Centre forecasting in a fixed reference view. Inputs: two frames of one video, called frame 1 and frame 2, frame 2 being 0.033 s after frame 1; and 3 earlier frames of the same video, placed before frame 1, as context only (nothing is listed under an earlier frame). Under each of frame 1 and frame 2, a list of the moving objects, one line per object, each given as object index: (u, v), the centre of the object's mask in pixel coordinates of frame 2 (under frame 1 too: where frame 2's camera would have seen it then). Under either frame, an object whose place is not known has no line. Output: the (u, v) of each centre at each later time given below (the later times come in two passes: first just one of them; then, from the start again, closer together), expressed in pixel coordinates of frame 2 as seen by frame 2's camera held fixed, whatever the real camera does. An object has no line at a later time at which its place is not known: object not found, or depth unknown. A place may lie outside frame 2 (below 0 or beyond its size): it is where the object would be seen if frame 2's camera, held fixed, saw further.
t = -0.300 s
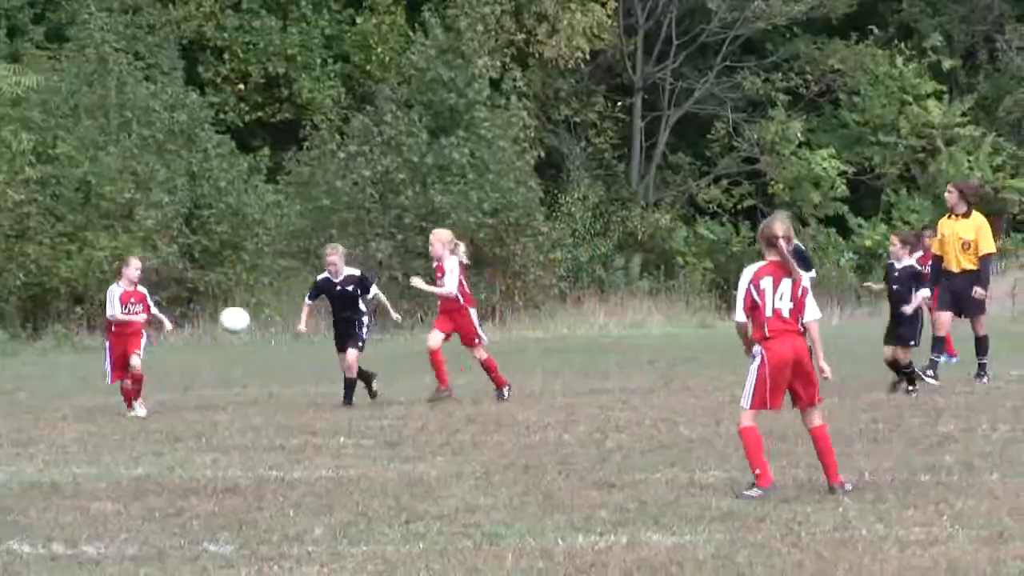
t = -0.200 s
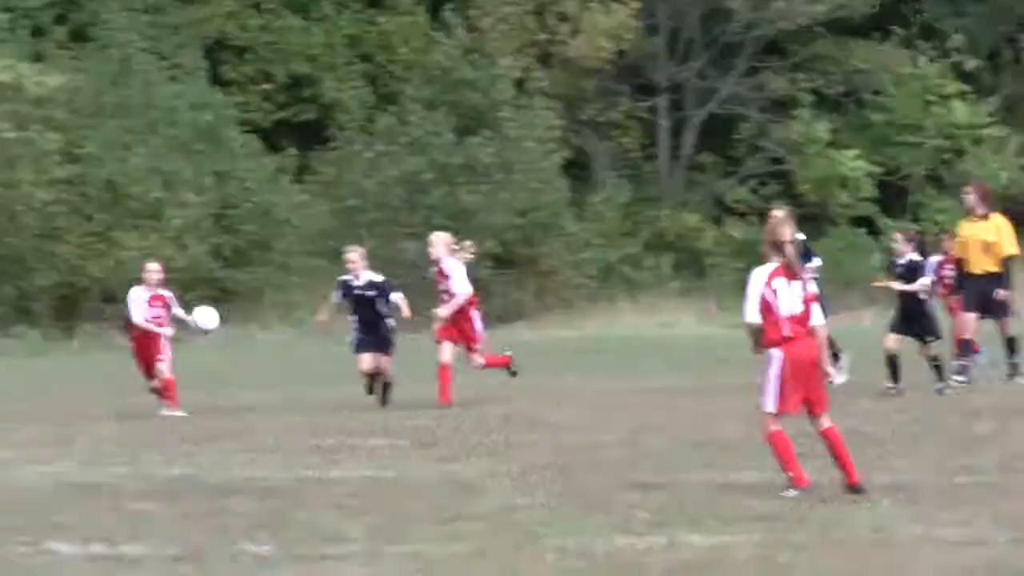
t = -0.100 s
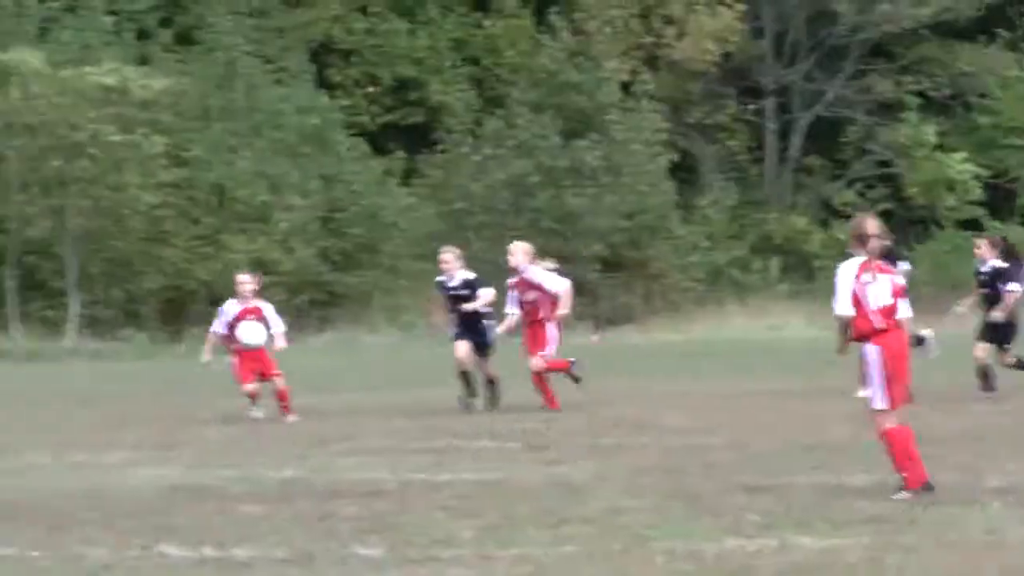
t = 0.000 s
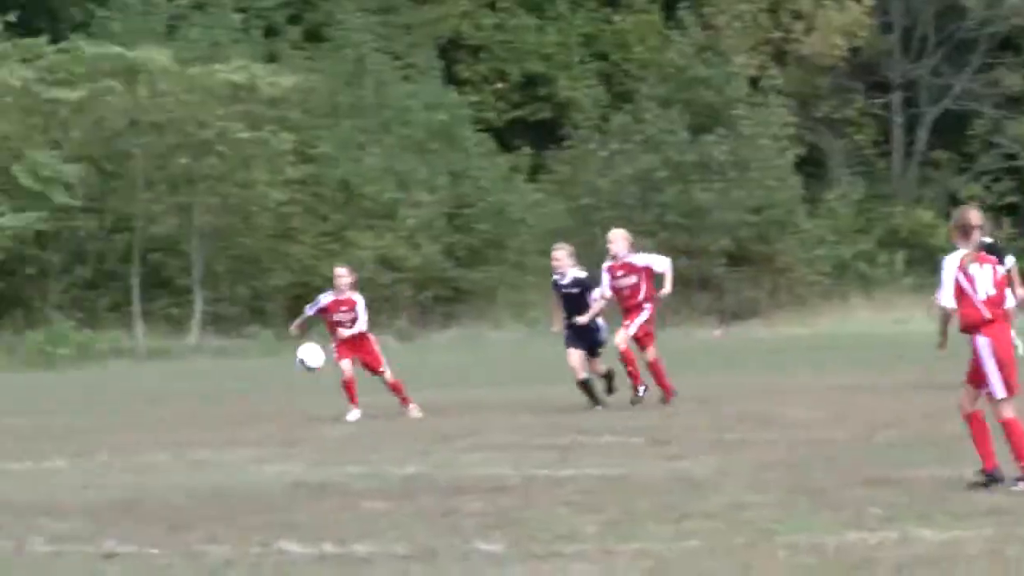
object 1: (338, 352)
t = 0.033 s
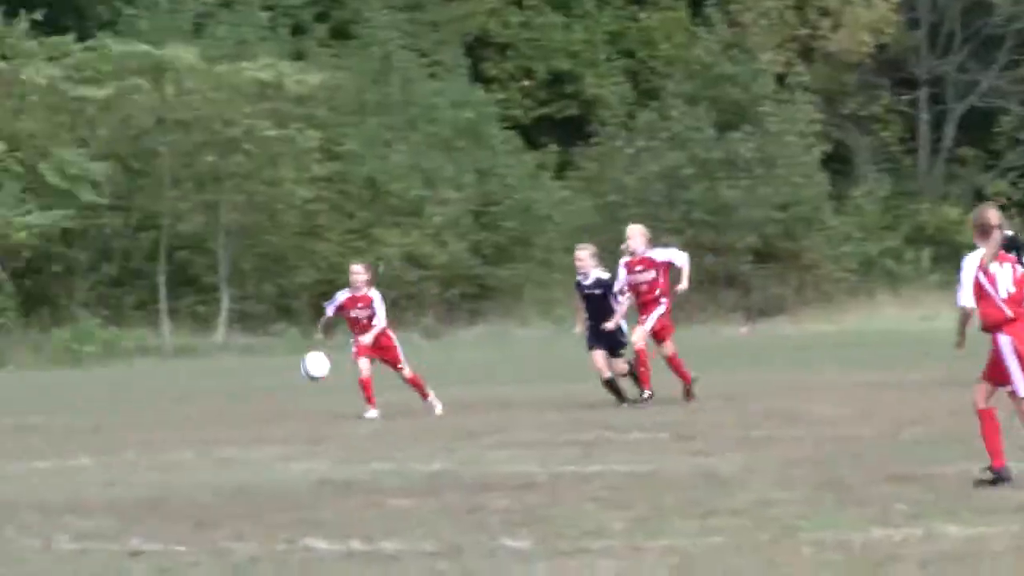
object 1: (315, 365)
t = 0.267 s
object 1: (191, 399)
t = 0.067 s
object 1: (293, 378)
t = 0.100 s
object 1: (271, 394)
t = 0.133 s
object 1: (249, 411)
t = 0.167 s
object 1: (229, 422)
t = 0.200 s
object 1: (216, 414)
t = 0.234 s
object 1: (204, 406)
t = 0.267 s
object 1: (191, 399)
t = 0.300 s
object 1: (179, 394)
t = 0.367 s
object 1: (151, 391)
